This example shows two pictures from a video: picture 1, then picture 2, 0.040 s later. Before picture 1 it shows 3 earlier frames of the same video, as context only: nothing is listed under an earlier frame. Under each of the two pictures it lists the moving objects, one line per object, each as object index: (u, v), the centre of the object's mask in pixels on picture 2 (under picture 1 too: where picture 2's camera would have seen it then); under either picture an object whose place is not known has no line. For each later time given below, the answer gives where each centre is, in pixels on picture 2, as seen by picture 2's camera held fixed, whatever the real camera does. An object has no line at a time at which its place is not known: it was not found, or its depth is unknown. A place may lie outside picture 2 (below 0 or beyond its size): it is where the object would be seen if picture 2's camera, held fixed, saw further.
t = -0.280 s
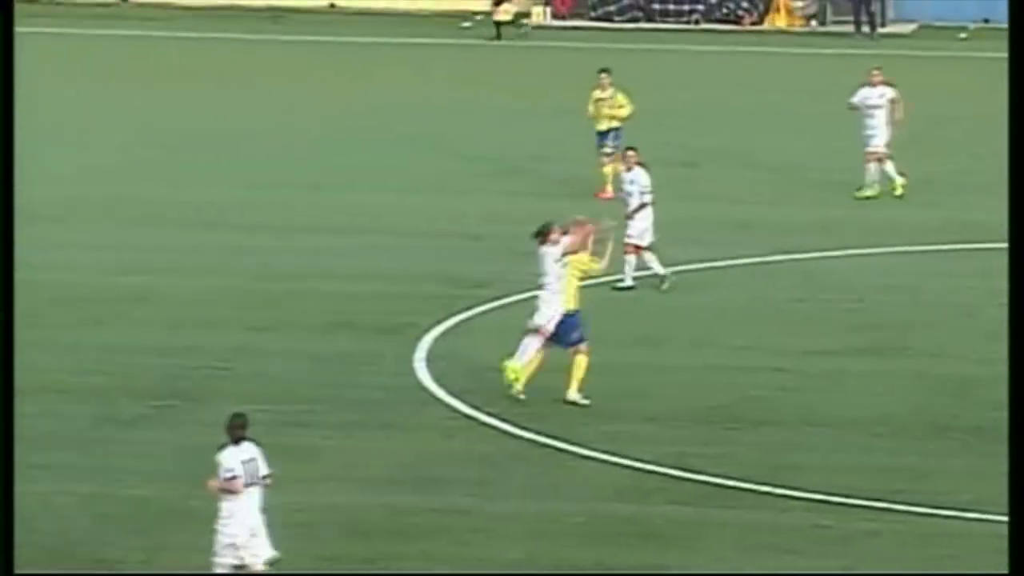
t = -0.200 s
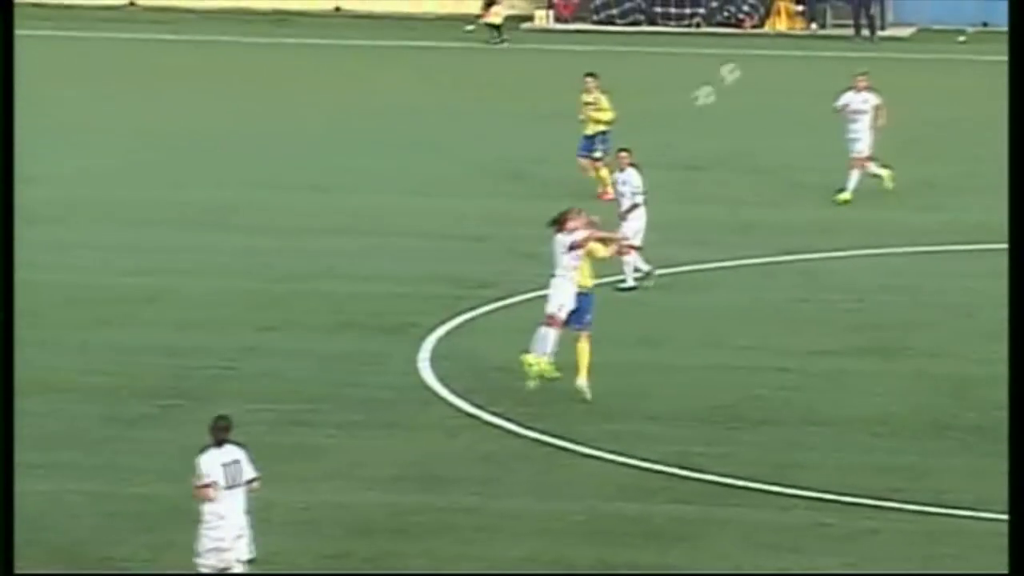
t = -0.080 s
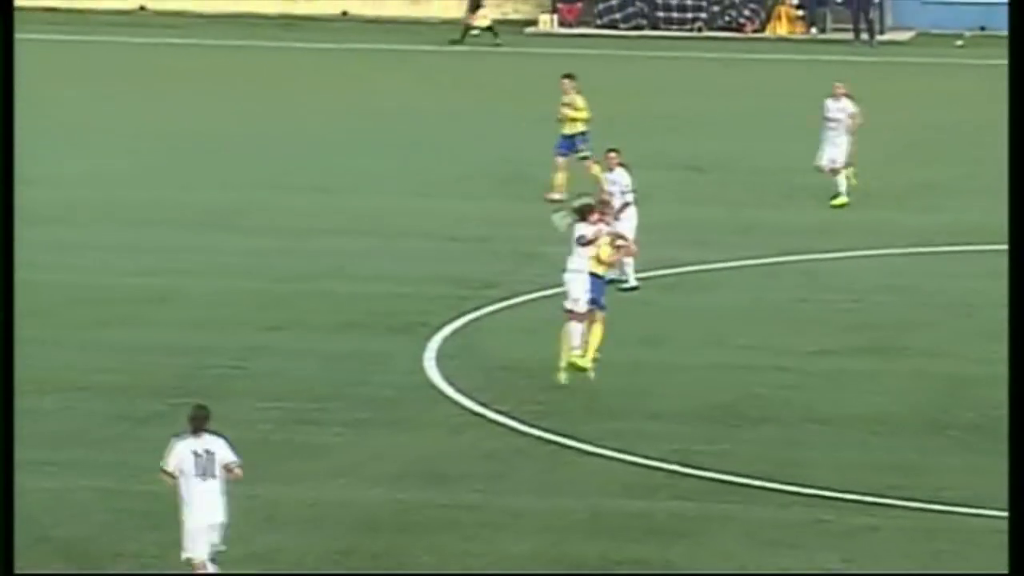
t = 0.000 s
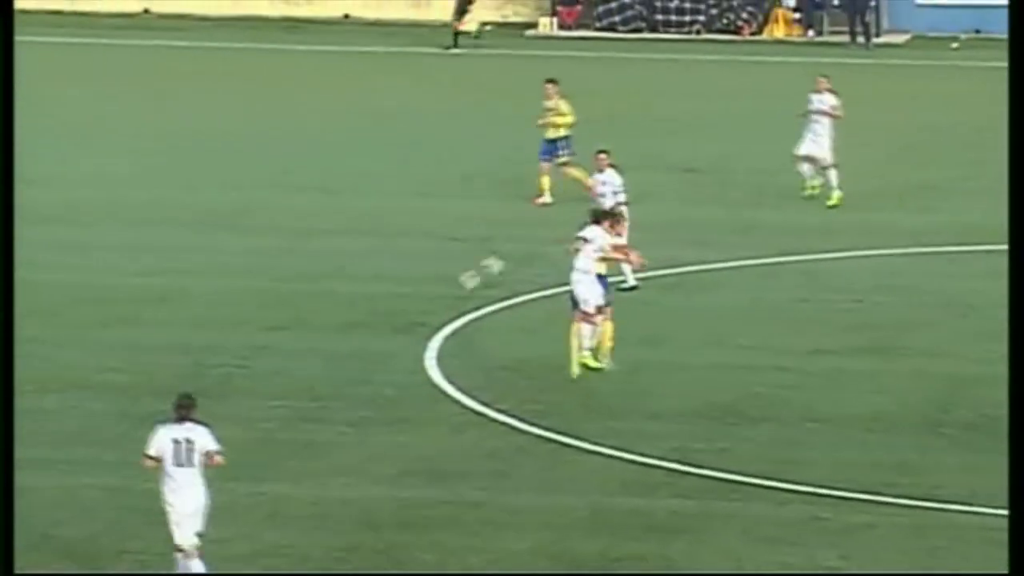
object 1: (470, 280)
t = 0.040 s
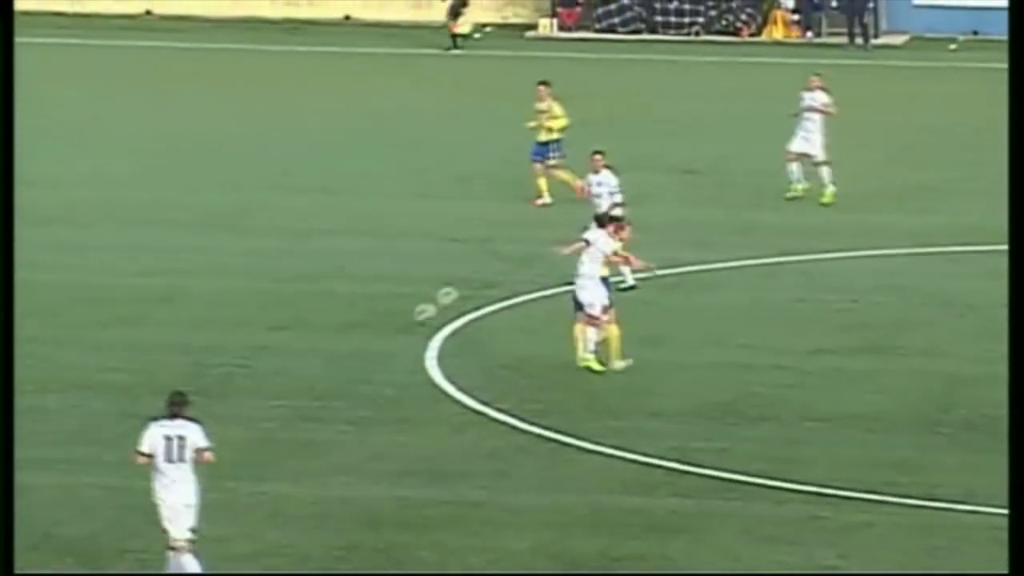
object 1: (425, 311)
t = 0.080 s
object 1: (381, 345)
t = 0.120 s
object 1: (337, 376)
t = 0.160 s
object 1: (324, 375)
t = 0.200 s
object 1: (300, 350)
